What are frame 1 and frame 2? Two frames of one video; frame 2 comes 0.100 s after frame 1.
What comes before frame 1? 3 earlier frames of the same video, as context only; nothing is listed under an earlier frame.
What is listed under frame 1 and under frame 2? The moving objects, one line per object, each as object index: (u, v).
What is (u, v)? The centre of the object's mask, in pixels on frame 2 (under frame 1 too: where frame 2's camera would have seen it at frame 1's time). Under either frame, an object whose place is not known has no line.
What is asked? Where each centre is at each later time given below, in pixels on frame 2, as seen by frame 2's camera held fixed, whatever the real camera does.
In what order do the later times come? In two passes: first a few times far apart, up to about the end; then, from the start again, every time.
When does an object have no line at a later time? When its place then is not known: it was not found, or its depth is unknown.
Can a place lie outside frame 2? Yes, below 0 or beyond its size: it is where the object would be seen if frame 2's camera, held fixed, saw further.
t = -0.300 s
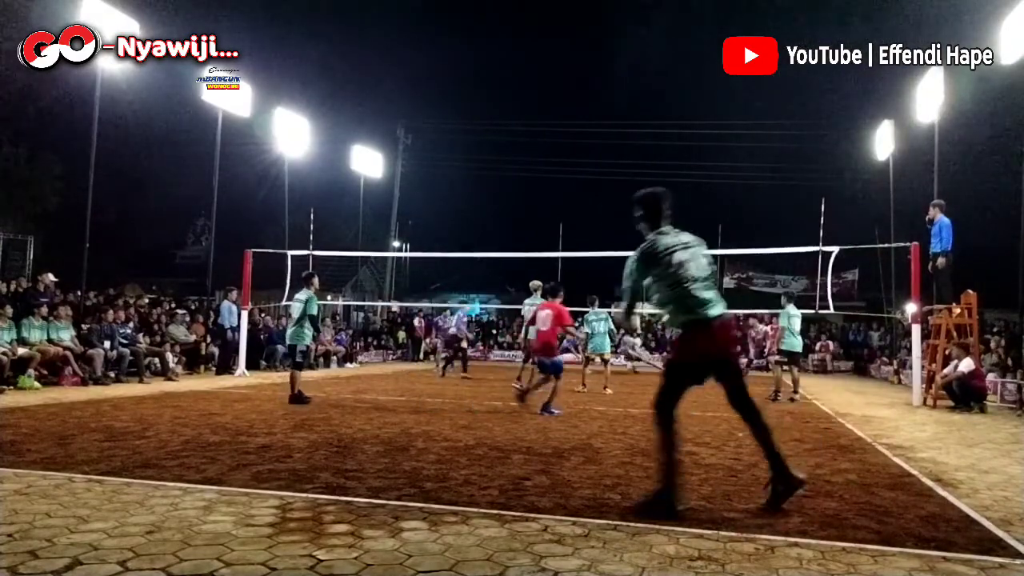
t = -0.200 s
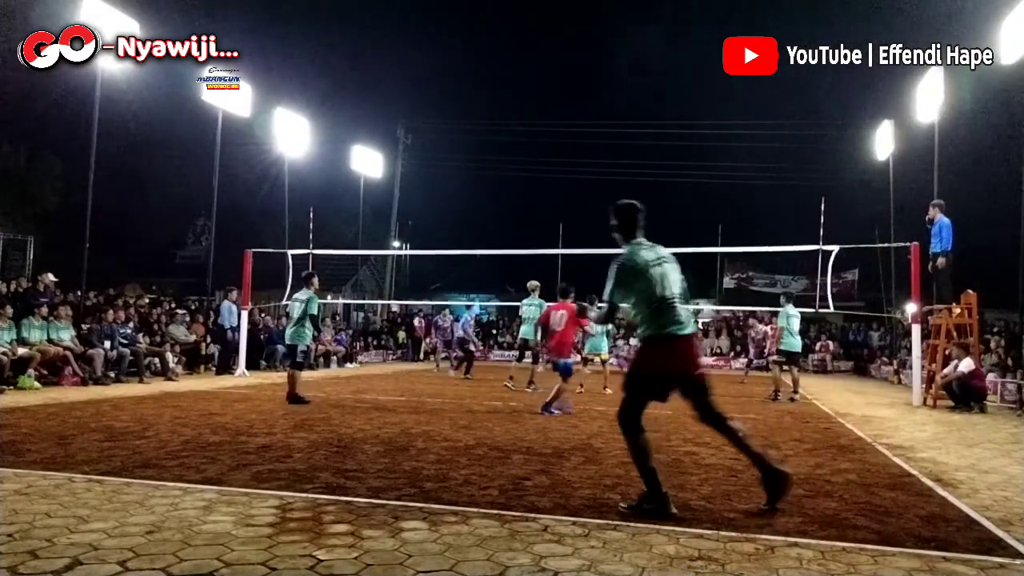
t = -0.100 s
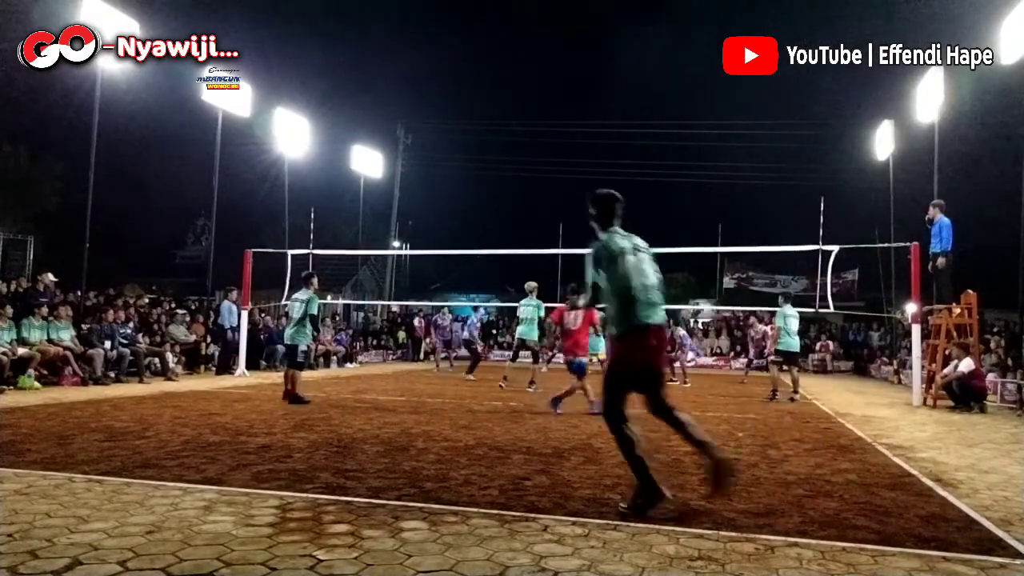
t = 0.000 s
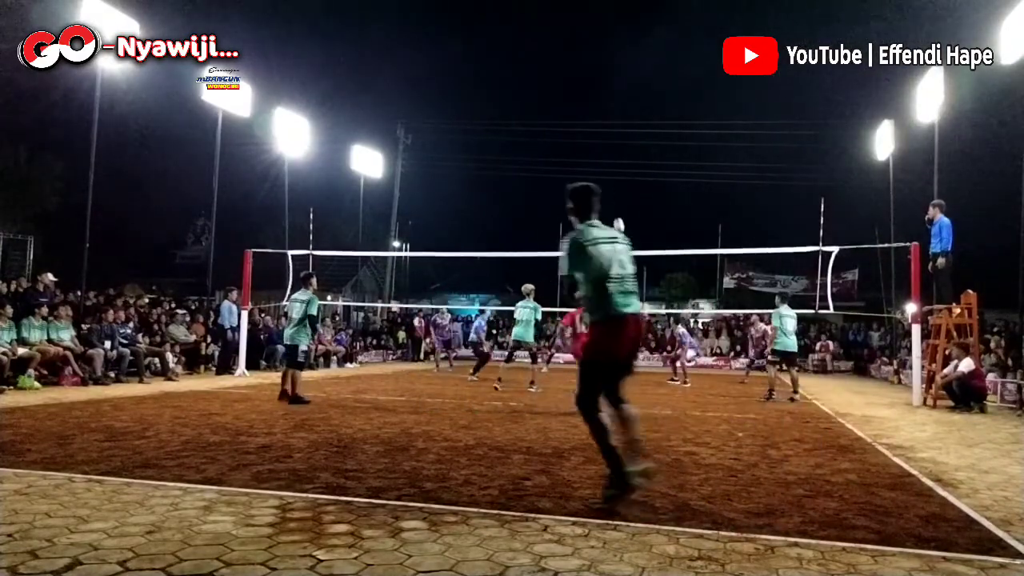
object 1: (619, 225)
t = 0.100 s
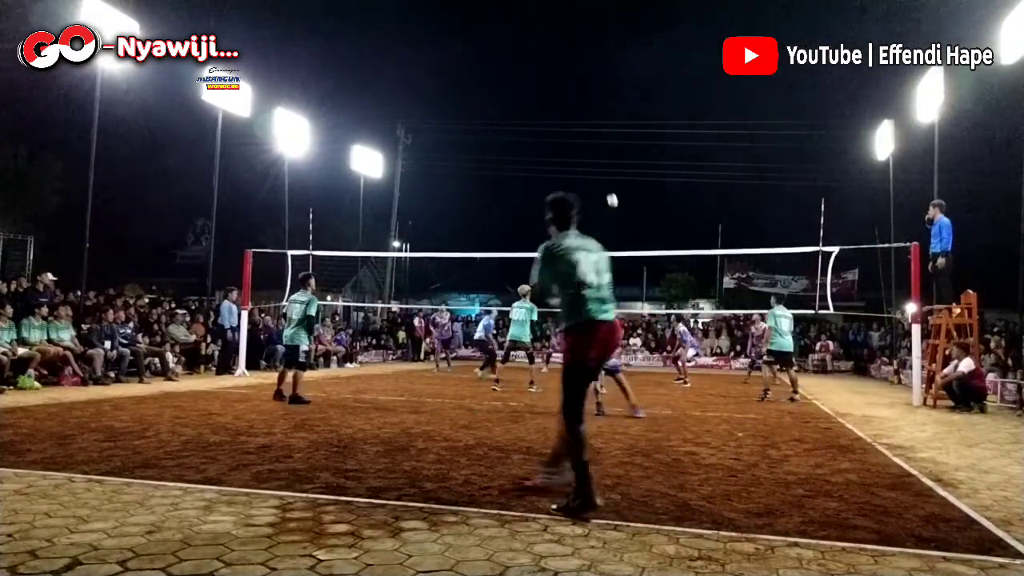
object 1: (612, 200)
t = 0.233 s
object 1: (603, 173)
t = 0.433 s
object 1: (589, 146)
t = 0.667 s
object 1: (571, 135)
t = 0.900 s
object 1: (552, 148)
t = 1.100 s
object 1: (535, 179)
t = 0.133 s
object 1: (610, 193)
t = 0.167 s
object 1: (607, 186)
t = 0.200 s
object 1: (605, 179)
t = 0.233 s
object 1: (603, 173)
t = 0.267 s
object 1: (601, 168)
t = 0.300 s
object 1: (599, 163)
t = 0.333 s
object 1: (596, 158)
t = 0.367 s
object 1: (594, 153)
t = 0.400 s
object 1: (592, 150)
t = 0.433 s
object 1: (589, 146)
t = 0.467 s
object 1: (586, 142)
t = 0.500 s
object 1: (584, 141)
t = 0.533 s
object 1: (581, 139)
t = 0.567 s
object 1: (579, 137)
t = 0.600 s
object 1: (576, 136)
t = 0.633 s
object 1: (574, 135)
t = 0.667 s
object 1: (571, 135)
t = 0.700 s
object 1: (569, 136)
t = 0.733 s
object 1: (566, 137)
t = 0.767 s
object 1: (563, 138)
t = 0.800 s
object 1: (561, 140)
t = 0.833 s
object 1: (558, 142)
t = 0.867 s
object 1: (555, 145)
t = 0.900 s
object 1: (552, 148)
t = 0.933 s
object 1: (550, 153)
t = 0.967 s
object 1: (547, 157)
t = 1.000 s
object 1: (544, 162)
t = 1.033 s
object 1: (541, 167)
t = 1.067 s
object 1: (538, 173)
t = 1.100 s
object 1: (535, 179)
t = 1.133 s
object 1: (532, 186)
